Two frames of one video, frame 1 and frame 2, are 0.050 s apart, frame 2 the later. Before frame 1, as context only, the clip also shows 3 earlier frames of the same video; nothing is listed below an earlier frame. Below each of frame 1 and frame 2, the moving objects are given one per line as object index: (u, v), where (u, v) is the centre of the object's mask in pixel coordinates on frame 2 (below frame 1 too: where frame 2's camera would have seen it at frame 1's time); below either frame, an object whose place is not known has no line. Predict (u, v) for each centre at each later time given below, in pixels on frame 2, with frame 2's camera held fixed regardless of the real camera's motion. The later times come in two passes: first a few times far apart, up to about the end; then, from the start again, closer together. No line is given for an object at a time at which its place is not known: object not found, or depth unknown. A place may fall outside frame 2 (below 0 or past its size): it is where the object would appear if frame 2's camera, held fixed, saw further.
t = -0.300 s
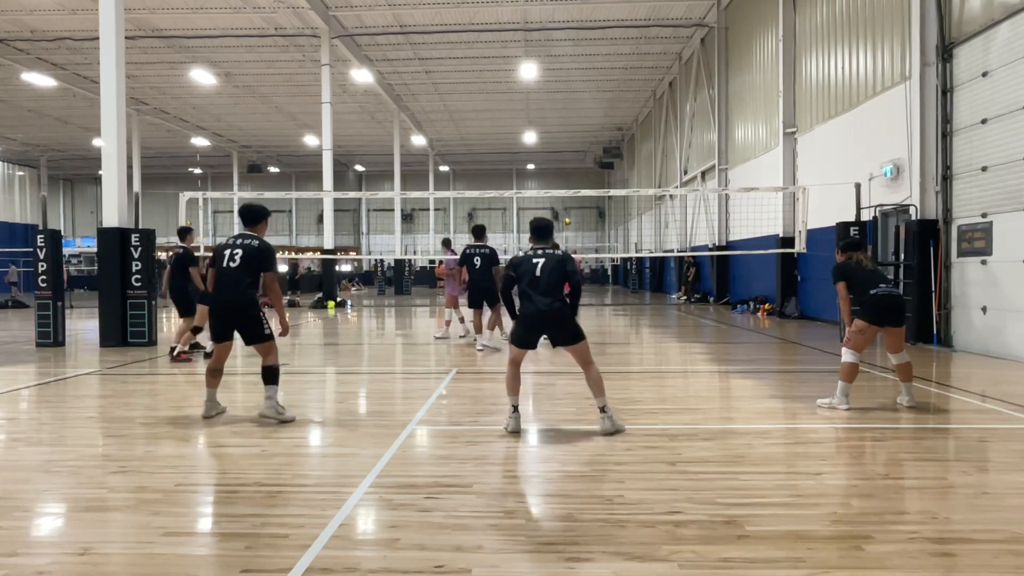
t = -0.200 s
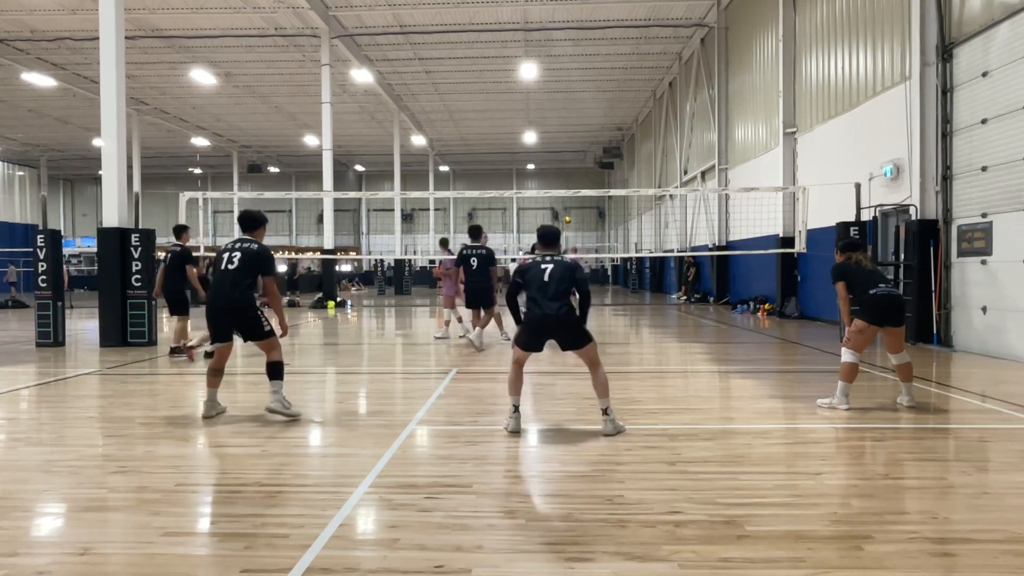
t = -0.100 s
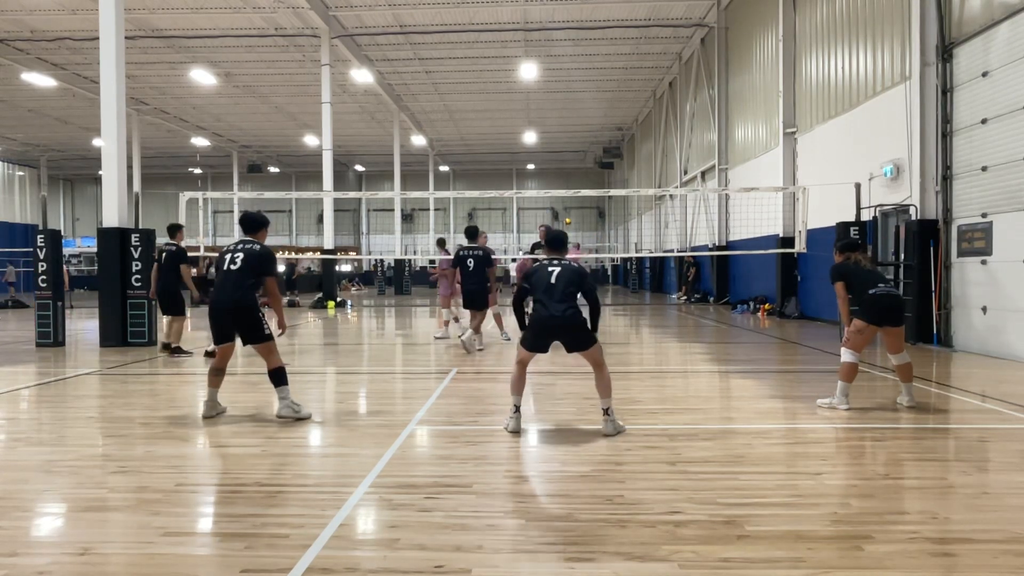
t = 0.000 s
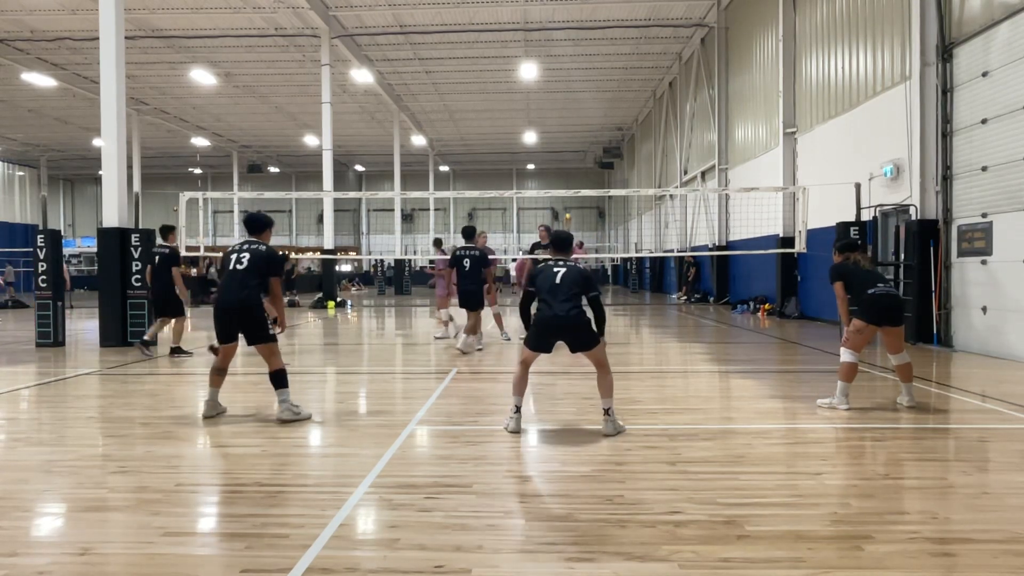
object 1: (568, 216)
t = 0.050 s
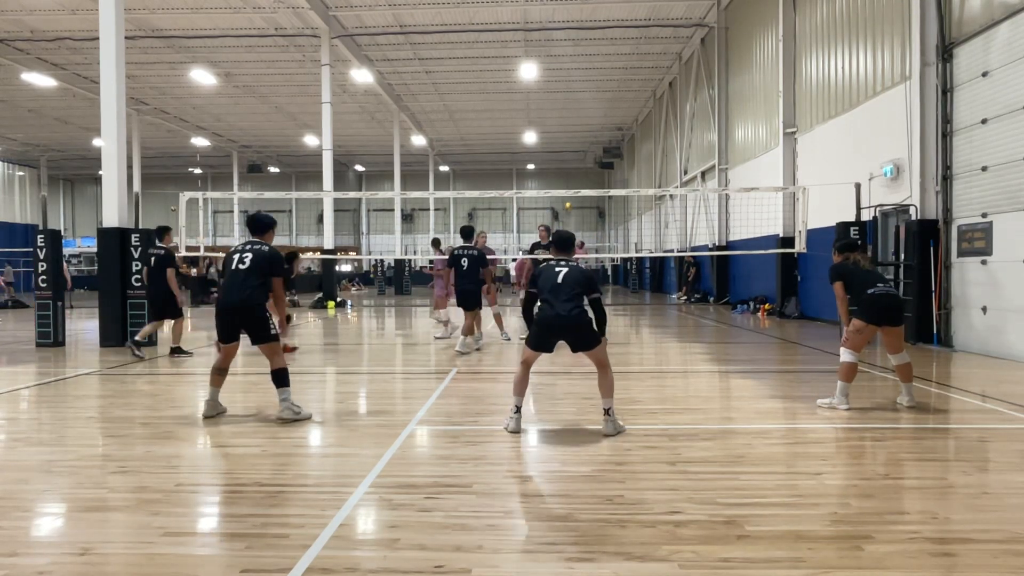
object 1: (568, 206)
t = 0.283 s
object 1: (568, 156)
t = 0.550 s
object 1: (569, 100)
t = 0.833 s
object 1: (568, 58)
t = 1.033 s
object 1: (564, 60)
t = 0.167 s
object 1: (569, 182)
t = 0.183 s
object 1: (568, 178)
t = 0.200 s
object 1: (568, 174)
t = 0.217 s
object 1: (568, 170)
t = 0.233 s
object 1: (568, 167)
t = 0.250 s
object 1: (568, 163)
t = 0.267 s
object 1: (568, 159)
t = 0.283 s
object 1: (568, 156)
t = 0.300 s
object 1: (568, 152)
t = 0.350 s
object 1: (569, 141)
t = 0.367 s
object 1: (569, 138)
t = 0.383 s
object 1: (569, 135)
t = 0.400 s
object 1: (569, 132)
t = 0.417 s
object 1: (568, 128)
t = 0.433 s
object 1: (569, 125)
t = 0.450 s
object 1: (569, 121)
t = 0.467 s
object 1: (569, 118)
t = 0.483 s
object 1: (569, 114)
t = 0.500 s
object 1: (569, 110)
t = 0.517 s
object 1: (569, 107)
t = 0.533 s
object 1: (569, 103)
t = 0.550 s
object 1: (569, 100)
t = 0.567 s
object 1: (569, 97)
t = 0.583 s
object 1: (568, 94)
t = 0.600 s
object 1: (568, 91)
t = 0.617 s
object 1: (568, 87)
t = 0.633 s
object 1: (568, 84)
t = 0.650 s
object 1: (568, 81)
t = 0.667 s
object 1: (567, 79)
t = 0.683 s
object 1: (567, 76)
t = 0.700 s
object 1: (567, 73)
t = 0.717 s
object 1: (567, 71)
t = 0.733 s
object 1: (567, 69)
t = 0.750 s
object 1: (567, 67)
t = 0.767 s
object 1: (567, 65)
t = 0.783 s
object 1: (567, 63)
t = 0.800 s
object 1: (567, 62)
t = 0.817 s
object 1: (567, 60)
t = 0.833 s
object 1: (568, 58)
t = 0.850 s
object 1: (568, 58)
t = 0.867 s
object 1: (568, 57)
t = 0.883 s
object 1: (568, 56)
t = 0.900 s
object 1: (568, 55)
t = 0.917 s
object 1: (568, 55)
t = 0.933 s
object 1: (567, 55)
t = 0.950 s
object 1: (567, 55)
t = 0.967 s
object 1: (567, 55)
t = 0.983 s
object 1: (566, 56)
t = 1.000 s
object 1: (566, 56)
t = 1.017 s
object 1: (565, 58)
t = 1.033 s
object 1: (564, 60)
